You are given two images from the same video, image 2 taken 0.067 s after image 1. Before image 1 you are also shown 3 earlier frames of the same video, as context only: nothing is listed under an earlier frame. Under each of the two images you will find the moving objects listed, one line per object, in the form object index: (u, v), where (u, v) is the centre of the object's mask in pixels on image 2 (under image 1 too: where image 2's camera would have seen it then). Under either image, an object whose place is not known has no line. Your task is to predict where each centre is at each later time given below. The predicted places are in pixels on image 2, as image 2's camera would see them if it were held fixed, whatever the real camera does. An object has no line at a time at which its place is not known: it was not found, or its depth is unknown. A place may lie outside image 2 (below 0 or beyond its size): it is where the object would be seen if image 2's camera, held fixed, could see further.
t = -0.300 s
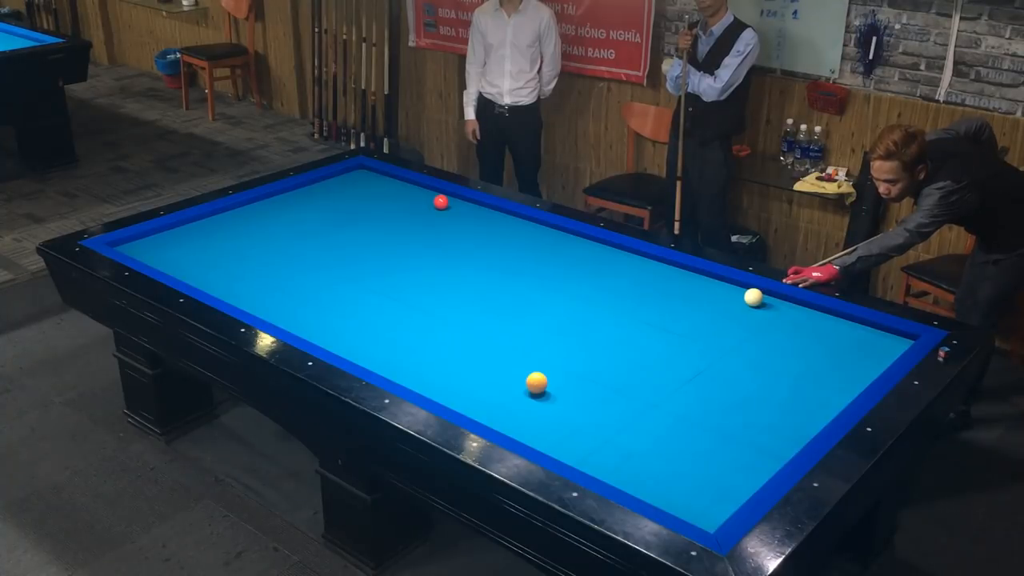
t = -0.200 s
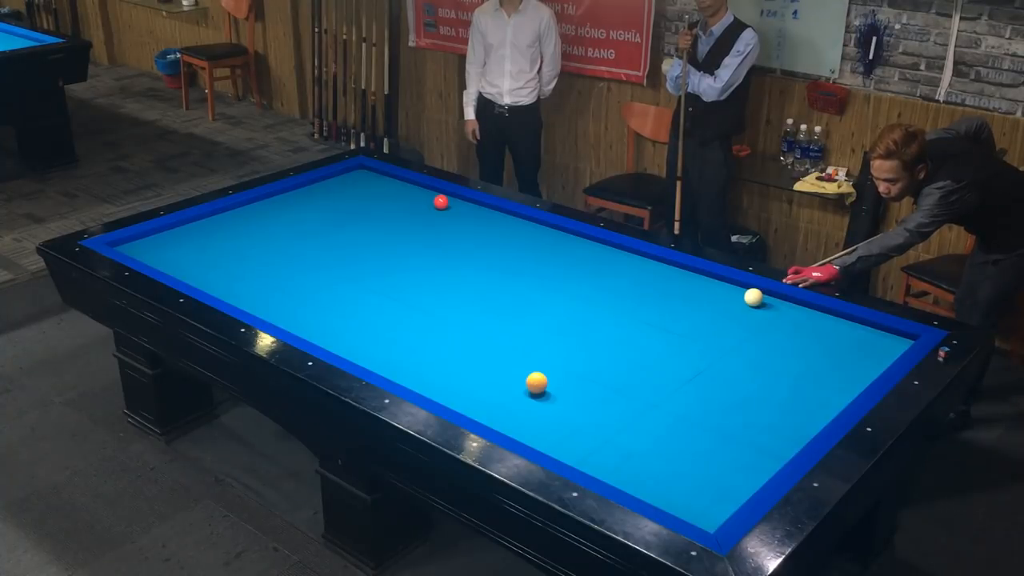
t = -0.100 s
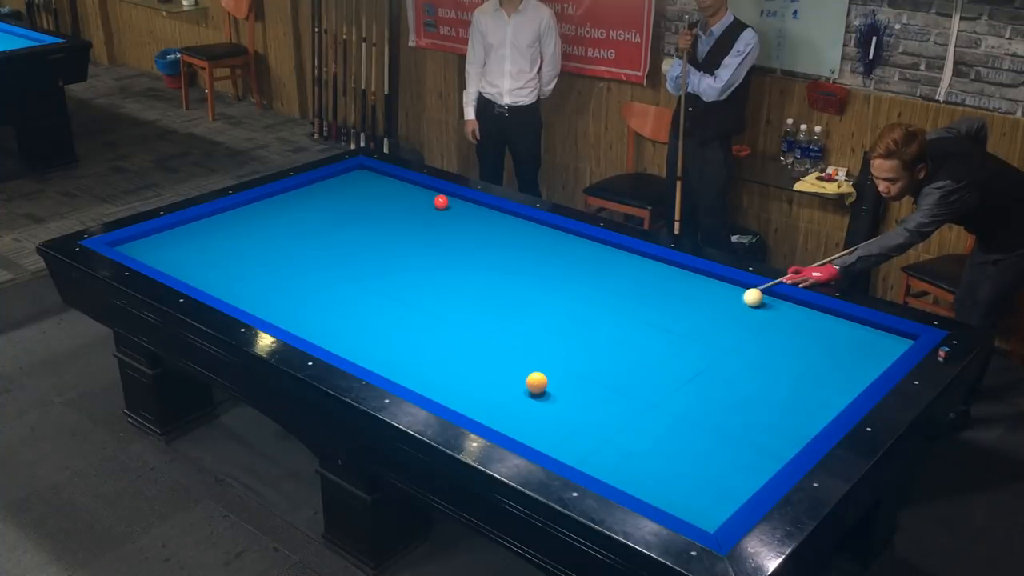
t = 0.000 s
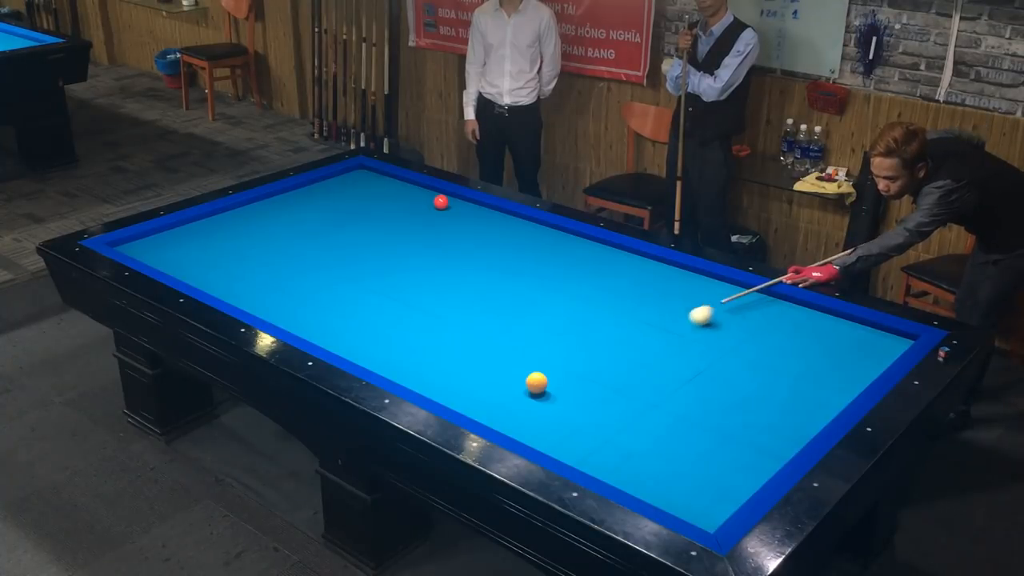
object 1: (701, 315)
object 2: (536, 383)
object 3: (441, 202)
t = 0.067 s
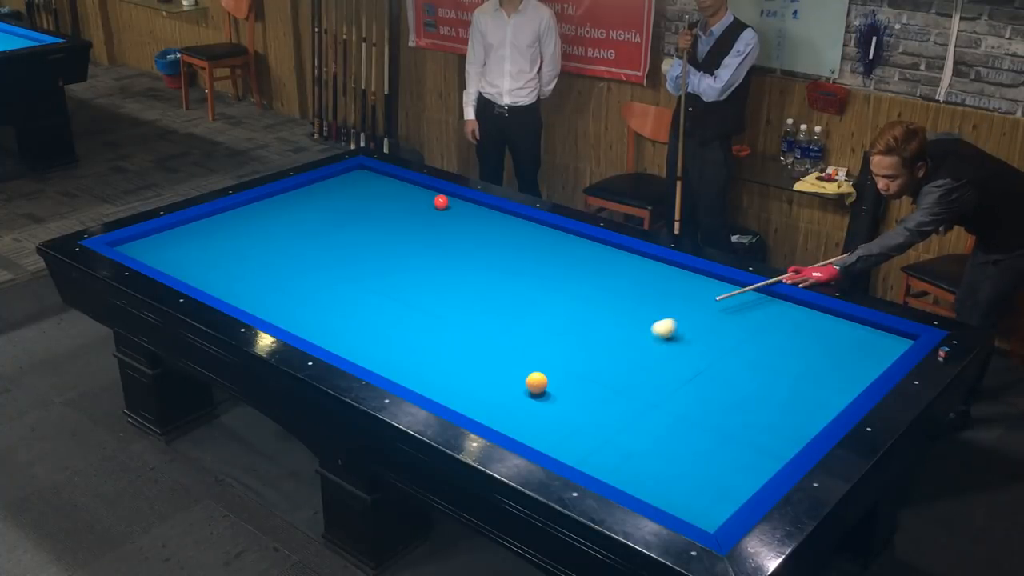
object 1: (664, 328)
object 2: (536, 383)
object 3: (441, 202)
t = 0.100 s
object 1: (644, 335)
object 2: (536, 383)
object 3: (440, 202)
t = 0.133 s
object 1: (625, 342)
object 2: (536, 383)
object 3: (440, 202)
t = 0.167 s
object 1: (605, 350)
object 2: (536, 383)
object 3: (441, 202)
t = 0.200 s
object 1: (584, 357)
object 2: (536, 383)
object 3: (441, 202)
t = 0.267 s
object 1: (541, 368)
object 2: (536, 383)
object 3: (441, 202)
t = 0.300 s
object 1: (524, 370)
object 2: (530, 393)
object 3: (441, 202)
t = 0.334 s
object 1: (507, 368)
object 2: (525, 404)
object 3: (441, 202)
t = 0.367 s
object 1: (491, 366)
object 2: (519, 415)
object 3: (441, 202)
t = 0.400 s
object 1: (474, 366)
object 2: (514, 424)
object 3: (441, 202)
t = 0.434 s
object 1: (456, 365)
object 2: (514, 429)
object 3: (441, 202)
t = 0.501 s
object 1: (422, 364)
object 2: (535, 424)
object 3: (441, 202)
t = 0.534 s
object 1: (404, 364)
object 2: (545, 421)
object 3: (441, 202)
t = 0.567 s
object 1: (387, 364)
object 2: (554, 418)
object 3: (441, 202)
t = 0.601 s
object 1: (370, 361)
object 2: (563, 416)
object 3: (441, 202)
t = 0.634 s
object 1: (364, 357)
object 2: (571, 413)
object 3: (441, 202)
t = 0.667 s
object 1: (361, 351)
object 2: (580, 410)
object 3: (441, 202)
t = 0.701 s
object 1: (358, 344)
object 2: (588, 407)
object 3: (441, 202)
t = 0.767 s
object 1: (352, 331)
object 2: (605, 402)
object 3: (441, 202)
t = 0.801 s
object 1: (348, 325)
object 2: (613, 400)
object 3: (441, 202)
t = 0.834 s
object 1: (344, 319)
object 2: (621, 398)
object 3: (441, 202)
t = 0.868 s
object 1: (341, 313)
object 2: (629, 395)
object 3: (441, 202)
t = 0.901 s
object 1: (338, 308)
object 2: (637, 393)
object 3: (441, 202)
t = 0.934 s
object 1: (334, 302)
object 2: (645, 390)
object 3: (441, 202)
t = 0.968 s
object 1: (331, 297)
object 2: (652, 388)
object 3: (441, 202)
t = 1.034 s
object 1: (325, 287)
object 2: (668, 383)
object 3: (441, 202)
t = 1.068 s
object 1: (322, 282)
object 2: (675, 381)
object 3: (441, 202)
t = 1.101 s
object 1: (319, 277)
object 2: (682, 378)
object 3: (441, 202)
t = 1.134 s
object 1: (316, 272)
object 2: (690, 376)
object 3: (441, 202)
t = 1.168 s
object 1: (313, 268)
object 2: (697, 374)
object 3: (441, 202)
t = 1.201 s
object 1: (310, 263)
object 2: (704, 372)
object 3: (441, 202)
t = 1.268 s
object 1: (305, 254)
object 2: (719, 367)
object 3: (441, 202)
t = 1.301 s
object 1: (303, 250)
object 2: (726, 365)
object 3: (441, 202)
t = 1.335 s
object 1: (300, 246)
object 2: (732, 363)
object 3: (441, 202)
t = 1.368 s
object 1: (298, 242)
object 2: (739, 361)
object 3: (441, 202)
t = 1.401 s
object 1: (295, 237)
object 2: (746, 359)
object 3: (441, 202)
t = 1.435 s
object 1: (293, 234)
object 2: (753, 357)
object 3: (441, 202)
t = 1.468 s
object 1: (291, 230)
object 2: (760, 355)
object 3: (441, 202)
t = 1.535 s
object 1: (286, 222)
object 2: (772, 351)
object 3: (441, 202)
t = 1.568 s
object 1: (284, 218)
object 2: (779, 349)
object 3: (441, 202)
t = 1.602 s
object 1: (282, 215)
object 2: (785, 347)
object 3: (441, 202)
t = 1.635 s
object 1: (279, 211)
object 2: (792, 345)
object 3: (441, 202)
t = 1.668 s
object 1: (277, 207)
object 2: (798, 343)
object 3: (441, 202)
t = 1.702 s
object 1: (275, 204)
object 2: (804, 341)
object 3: (441, 202)
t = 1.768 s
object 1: (271, 197)
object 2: (817, 337)
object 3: (441, 202)
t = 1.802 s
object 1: (273, 195)
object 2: (823, 335)
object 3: (441, 202)
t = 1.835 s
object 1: (282, 195)
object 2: (829, 333)
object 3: (441, 202)
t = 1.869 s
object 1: (291, 195)
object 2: (834, 332)
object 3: (441, 202)
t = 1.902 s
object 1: (299, 195)
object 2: (840, 330)
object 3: (441, 202)
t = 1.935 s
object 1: (308, 195)
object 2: (846, 328)
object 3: (441, 202)
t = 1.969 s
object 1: (315, 195)
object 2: (852, 326)
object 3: (441, 202)
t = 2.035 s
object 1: (331, 194)
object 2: (861, 324)
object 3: (441, 202)
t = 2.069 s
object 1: (338, 194)
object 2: (859, 326)
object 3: (441, 202)
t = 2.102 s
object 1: (346, 193)
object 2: (858, 328)
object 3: (441, 202)
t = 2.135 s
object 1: (353, 193)
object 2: (857, 330)
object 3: (441, 202)
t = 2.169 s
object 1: (361, 193)
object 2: (856, 331)
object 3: (441, 202)
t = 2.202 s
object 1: (368, 192)
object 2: (855, 333)
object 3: (441, 202)
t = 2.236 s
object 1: (376, 192)
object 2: (854, 334)
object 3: (441, 202)
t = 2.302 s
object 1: (390, 192)
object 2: (852, 338)
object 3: (441, 202)
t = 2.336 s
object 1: (398, 192)
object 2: (851, 340)
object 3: (441, 202)
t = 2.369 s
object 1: (405, 191)
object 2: (850, 341)
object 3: (441, 202)
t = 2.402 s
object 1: (412, 191)
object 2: (849, 343)
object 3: (441, 202)
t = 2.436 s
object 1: (419, 191)
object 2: (848, 345)
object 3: (441, 202)
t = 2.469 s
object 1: (427, 190)
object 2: (847, 346)
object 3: (441, 202)
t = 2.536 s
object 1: (434, 192)
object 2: (845, 350)
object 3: (441, 202)
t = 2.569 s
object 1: (434, 193)
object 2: (844, 351)
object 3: (441, 202)
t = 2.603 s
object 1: (435, 194)
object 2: (843, 353)
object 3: (441, 202)
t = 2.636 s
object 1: (435, 196)
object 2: (842, 355)
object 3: (442, 204)
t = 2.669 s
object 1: (435, 197)
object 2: (841, 356)
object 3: (444, 205)
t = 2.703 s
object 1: (435, 197)
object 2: (840, 358)
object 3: (445, 207)
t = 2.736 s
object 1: (435, 198)
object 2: (839, 360)
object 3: (446, 208)
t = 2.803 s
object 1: (435, 199)
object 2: (837, 363)
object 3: (449, 211)
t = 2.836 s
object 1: (435, 200)
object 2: (836, 365)
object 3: (450, 212)
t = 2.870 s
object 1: (435, 200)
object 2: (835, 366)
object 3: (451, 213)
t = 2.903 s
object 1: (435, 201)
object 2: (834, 368)
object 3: (453, 214)
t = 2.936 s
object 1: (434, 201)
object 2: (832, 370)
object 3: (454, 216)
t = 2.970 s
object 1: (434, 202)
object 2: (831, 371)
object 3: (455, 217)
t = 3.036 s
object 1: (434, 203)
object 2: (829, 375)
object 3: (458, 220)
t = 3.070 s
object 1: (434, 203)
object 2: (828, 376)
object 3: (459, 221)
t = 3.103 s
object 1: (434, 204)
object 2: (827, 378)
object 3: (461, 223)
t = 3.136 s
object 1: (434, 204)
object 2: (826, 380)
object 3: (462, 224)
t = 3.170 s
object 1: (434, 205)
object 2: (825, 381)
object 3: (464, 225)
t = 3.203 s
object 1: (434, 206)
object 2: (824, 383)
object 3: (465, 227)
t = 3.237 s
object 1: (433, 206)
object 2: (823, 385)
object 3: (466, 228)
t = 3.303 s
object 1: (433, 207)
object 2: (821, 388)
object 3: (469, 231)
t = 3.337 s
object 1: (433, 207)
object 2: (820, 390)
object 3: (470, 232)
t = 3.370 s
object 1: (433, 208)
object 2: (819, 391)
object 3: (472, 233)
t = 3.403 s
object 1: (433, 208)
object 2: (818, 393)
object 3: (473, 235)
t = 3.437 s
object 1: (433, 209)
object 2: (817, 395)
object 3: (475, 236)
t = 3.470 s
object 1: (432, 209)
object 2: (816, 396)
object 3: (476, 237)
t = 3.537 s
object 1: (432, 210)
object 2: (813, 400)
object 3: (479, 240)
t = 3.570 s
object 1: (432, 210)
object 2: (812, 401)
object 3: (480, 241)
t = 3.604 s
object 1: (432, 211)
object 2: (811, 403)
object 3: (482, 243)
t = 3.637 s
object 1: (432, 211)
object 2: (810, 404)
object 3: (483, 244)
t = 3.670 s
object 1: (432, 212)
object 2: (809, 406)
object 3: (485, 245)
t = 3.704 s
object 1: (431, 212)
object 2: (808, 407)
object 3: (486, 247)
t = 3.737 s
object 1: (431, 212)
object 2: (807, 409)
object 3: (488, 248)
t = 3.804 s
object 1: (431, 213)
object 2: (804, 413)
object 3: (490, 251)
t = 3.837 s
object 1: (431, 214)
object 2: (803, 414)
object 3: (492, 252)
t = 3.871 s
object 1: (431, 214)
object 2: (802, 416)
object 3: (493, 254)
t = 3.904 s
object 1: (431, 214)
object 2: (801, 418)
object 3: (495, 255)
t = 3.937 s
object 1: (430, 215)
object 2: (800, 419)
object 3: (496, 257)
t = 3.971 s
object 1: (430, 215)
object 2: (799, 421)
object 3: (498, 258)
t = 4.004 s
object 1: (430, 215)
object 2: (797, 423)
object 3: (499, 259)
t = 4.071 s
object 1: (430, 216)
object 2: (795, 426)
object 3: (502, 263)
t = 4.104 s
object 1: (430, 216)
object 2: (794, 428)
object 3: (504, 264)
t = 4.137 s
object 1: (430, 217)
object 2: (793, 429)
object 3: (505, 265)
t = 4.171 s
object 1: (430, 217)
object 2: (792, 431)
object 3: (506, 266)
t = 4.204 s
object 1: (430, 217)
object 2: (791, 433)
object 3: (508, 268)
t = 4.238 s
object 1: (429, 218)
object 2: (789, 434)
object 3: (509, 269)
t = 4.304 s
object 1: (429, 218)
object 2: (787, 437)
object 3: (512, 272)
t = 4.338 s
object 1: (429, 219)
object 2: (786, 439)
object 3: (514, 274)
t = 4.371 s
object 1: (429, 219)
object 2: (785, 441)
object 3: (515, 275)
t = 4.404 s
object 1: (429, 219)
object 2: (783, 442)
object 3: (517, 277)
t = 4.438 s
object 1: (429, 220)
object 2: (782, 444)
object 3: (518, 278)
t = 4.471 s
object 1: (428, 220)
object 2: (781, 445)
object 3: (520, 279)
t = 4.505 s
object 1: (428, 220)
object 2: (780, 447)
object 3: (521, 281)
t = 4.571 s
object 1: (428, 221)
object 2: (777, 451)
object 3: (524, 284)
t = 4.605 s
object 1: (428, 221)
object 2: (776, 452)
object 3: (526, 285)
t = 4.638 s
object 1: (428, 221)
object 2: (775, 454)
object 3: (527, 286)
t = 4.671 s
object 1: (428, 222)
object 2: (774, 455)
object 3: (528, 288)
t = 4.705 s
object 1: (428, 222)
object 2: (772, 457)
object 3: (530, 289)
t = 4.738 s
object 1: (427, 222)
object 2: (771, 459)
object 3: (532, 291)
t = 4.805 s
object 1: (427, 223)
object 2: (769, 462)
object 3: (534, 293)
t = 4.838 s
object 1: (427, 223)
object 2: (768, 464)
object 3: (536, 295)
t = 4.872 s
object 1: (427, 223)
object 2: (766, 465)
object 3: (537, 297)
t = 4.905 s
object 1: (427, 223)
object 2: (765, 467)
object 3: (539, 298)
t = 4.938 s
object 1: (427, 224)
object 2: (764, 468)
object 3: (540, 299)
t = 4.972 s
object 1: (427, 224)
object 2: (763, 469)
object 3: (542, 301)
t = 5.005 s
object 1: (427, 224)
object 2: (761, 471)
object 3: (543, 302)
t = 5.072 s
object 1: (426, 225)
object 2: (759, 474)
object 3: (546, 305)
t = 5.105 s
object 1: (426, 225)
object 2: (758, 475)
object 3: (548, 307)
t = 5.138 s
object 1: (426, 225)
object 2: (756, 477)
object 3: (549, 308)
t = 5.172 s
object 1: (426, 225)
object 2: (754, 478)
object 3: (551, 309)
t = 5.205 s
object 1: (426, 225)
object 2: (753, 479)
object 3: (552, 311)
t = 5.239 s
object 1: (426, 226)
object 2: (751, 480)
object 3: (554, 312)
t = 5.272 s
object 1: (426, 226)
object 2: (749, 481)
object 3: (555, 314)
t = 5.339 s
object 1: (426, 226)
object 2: (746, 484)
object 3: (558, 317)
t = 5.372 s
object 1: (426, 226)
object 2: (744, 485)
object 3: (560, 318)
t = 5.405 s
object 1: (426, 226)
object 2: (743, 486)
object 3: (561, 320)
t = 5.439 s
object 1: (426, 226)
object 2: (741, 487)
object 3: (563, 321)
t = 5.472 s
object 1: (426, 227)
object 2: (739, 489)
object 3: (564, 323)
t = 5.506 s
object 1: (426, 227)
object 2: (738, 490)
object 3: (566, 324)
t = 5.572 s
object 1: (425, 227)
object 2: (735, 492)
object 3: (569, 327)
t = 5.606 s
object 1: (425, 227)
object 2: (733, 493)
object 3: (570, 328)
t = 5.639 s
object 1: (425, 227)
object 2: (731, 494)
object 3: (572, 330)
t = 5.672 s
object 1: (425, 228)
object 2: (729, 495)
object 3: (573, 331)
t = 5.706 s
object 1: (425, 228)
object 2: (728, 497)
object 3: (575, 333)
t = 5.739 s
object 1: (425, 228)
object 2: (726, 498)
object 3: (576, 334)
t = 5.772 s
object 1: (425, 228)
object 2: (725, 499)
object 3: (578, 336)
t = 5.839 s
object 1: (425, 228)
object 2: (722, 501)
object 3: (581, 339)
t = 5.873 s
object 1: (425, 228)
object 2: (720, 502)
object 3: (582, 340)
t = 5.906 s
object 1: (425, 228)
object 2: (719, 503)
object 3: (584, 342)
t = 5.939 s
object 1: (425, 228)
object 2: (717, 504)
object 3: (585, 343)
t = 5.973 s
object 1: (425, 228)
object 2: (716, 505)
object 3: (587, 344)
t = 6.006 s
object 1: (424, 228)
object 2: (714, 506)
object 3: (588, 346)
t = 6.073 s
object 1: (424, 229)
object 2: (711, 508)
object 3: (591, 348)
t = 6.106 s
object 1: (424, 229)
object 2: (710, 509)
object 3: (593, 350)
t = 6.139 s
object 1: (424, 229)
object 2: (708, 510)
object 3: (594, 351)
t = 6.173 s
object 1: (424, 229)
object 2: (707, 511)
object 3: (595, 353)
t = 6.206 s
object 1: (424, 229)
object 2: (706, 512)
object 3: (597, 354)
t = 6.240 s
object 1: (424, 229)
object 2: (704, 513)
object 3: (599, 356)
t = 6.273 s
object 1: (424, 229)
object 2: (703, 514)
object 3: (600, 357)
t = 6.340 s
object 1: (423, 229)
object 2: (701, 515)
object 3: (603, 360)
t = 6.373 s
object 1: (423, 229)
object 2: (699, 516)
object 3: (604, 361)
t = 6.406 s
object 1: (423, 229)
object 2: (698, 516)
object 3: (606, 363)
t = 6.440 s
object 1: (423, 229)
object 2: (697, 517)
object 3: (607, 364)
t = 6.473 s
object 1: (423, 229)
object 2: (697, 517)
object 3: (609, 366)
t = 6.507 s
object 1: (423, 229)
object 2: (698, 516)
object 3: (610, 367)
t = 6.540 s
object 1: (423, 229)
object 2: (698, 516)
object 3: (612, 369)
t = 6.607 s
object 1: (423, 229)
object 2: (699, 515)
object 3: (614, 371)
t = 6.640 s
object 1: (423, 229)
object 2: (700, 515)
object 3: (616, 373)
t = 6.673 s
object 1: (423, 229)
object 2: (700, 515)
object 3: (617, 374)
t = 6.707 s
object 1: (423, 229)
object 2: (701, 514)
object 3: (619, 376)
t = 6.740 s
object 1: (423, 229)
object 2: (701, 514)
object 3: (620, 377)
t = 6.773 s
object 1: (423, 229)
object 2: (702, 514)
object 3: (621, 379)
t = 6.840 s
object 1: (423, 229)
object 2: (703, 513)
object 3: (624, 381)
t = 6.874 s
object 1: (423, 229)
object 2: (703, 512)
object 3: (625, 382)
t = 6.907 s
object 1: (423, 229)
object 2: (704, 512)
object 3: (627, 384)
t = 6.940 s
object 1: (423, 229)
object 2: (704, 512)
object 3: (628, 385)
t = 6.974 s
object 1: (423, 229)
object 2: (705, 511)
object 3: (630, 386)
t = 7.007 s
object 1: (423, 229)
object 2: (705, 511)
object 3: (631, 388)
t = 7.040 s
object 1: (423, 229)
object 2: (706, 510)
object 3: (632, 389)
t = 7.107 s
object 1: (423, 229)
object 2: (707, 509)
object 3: (635, 392)
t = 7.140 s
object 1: (423, 229)
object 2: (707, 509)
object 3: (636, 393)
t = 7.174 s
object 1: (423, 229)
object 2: (708, 508)
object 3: (638, 394)
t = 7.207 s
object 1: (423, 229)
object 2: (708, 508)
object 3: (639, 395)
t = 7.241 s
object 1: (423, 229)
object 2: (708, 507)
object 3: (640, 397)
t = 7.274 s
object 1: (423, 229)
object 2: (709, 506)
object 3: (641, 398)
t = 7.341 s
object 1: (423, 229)
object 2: (710, 506)
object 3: (644, 400)
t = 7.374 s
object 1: (423, 229)
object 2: (710, 506)
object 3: (646, 402)
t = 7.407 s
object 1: (423, 229)
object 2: (710, 505)
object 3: (647, 403)
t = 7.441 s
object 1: (423, 229)
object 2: (711, 504)
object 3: (648, 404)
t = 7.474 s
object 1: (423, 229)
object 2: (711, 504)
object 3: (649, 405)
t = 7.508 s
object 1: (423, 229)
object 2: (711, 504)
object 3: (651, 407)
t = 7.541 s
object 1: (423, 229)
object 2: (712, 504)
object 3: (652, 408)
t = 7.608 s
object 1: (423, 229)
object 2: (712, 503)
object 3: (654, 411)
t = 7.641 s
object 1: (423, 229)
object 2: (713, 503)
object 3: (656, 412)
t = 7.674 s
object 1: (423, 229)
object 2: (713, 503)
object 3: (657, 413)
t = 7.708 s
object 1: (423, 229)
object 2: (713, 502)
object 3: (658, 414)
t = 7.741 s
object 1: (423, 229)
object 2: (714, 502)
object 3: (660, 416)
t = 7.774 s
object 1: (423, 229)
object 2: (714, 502)
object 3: (661, 417)
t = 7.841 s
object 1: (423, 229)
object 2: (715, 501)
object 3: (663, 419)
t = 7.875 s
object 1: (423, 229)
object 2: (715, 501)
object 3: (664, 420)
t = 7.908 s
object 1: (423, 229)
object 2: (715, 501)
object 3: (666, 422)
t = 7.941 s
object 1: (423, 229)
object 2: (716, 501)
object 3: (667, 423)
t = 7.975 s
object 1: (423, 229)
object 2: (716, 500)
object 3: (668, 424)
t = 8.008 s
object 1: (423, 229)
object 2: (716, 500)
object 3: (669, 425)
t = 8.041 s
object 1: (423, 229)
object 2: (717, 500)
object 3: (670, 426)
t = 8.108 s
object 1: (423, 229)
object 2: (717, 500)
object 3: (673, 428)
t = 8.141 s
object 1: (423, 229)
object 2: (717, 499)
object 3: (674, 430)
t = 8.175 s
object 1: (423, 229)
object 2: (717, 499)
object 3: (675, 431)
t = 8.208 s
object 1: (423, 229)
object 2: (717, 499)
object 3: (676, 432)
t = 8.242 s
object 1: (423, 229)
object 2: (718, 499)
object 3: (677, 433)
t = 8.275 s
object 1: (423, 229)
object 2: (718, 499)
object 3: (678, 434)
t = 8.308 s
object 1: (423, 229)
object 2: (718, 499)
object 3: (679, 435)
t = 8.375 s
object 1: (423, 229)
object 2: (718, 498)
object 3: (682, 438)
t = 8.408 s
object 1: (423, 229)
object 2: (719, 498)
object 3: (682, 439)
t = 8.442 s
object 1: (423, 229)
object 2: (719, 498)
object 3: (683, 440)
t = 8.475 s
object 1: (423, 229)
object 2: (719, 498)
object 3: (685, 441)
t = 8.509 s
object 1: (423, 229)
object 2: (719, 498)
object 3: (686, 442)
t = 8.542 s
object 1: (423, 229)
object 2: (719, 498)
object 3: (687, 443)
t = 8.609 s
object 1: (423, 229)
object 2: (719, 498)
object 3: (689, 445)
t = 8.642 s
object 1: (423, 229)
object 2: (719, 498)
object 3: (690, 446)
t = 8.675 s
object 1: (423, 229)
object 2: (719, 498)
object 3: (691, 447)
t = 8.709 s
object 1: (423, 229)
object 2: (719, 498)
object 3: (692, 448)
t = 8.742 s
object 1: (423, 229)
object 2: (719, 498)
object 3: (693, 449)
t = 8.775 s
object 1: (423, 229)
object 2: (719, 498)
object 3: (694, 450)
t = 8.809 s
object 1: (423, 229)
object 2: (719, 498)
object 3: (695, 451)
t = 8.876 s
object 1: (423, 229)
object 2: (719, 498)
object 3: (697, 453)
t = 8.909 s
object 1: (423, 229)
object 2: (719, 498)
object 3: (698, 454)
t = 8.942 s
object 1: (423, 229)
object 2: (719, 498)
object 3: (699, 455)
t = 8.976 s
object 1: (423, 229)
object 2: (719, 498)
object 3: (700, 456)
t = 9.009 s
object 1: (423, 229)
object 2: (719, 498)
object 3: (701, 457)
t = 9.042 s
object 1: (423, 229)
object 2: (719, 498)
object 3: (702, 458)
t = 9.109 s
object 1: (423, 229)
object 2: (719, 498)
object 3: (704, 460)
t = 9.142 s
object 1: (423, 229)
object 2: (719, 498)
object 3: (705, 460)
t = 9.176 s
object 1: (423, 229)
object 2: (719, 498)
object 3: (706, 461)
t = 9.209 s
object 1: (423, 229)
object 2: (719, 498)
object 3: (707, 462)
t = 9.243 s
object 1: (423, 229)
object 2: (719, 498)
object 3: (707, 463)
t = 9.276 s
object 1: (423, 229)
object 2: (719, 498)
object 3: (708, 464)
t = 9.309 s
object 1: (423, 229)
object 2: (719, 498)
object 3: (709, 465)
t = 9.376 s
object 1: (423, 229)
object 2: (719, 498)
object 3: (711, 466)
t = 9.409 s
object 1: (423, 229)
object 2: (719, 498)
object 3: (712, 467)
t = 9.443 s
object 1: (423, 229)
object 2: (719, 498)
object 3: (712, 467)
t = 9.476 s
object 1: (423, 229)
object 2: (719, 498)
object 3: (713, 468)
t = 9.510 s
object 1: (423, 229)
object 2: (719, 498)
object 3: (714, 469)
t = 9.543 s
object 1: (423, 229)
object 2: (719, 498)
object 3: (715, 470)
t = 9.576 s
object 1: (423, 229)
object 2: (719, 498)
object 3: (716, 470)
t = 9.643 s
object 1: (423, 229)
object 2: (719, 498)
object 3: (717, 471)
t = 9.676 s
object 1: (423, 229)
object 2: (719, 497)
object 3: (718, 472)
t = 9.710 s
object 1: (423, 229)
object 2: (719, 498)
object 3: (719, 472)
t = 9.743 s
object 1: (423, 229)
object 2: (719, 498)
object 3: (719, 473)
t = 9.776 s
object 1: (423, 229)
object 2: (719, 497)
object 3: (720, 473)
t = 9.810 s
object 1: (423, 229)
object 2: (719, 497)
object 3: (721, 474)
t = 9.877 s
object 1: (423, 229)
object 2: (719, 498)
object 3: (722, 475)
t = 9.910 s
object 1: (423, 229)
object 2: (719, 497)
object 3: (723, 475)
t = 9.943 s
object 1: (423, 229)
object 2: (719, 497)
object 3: (723, 476)
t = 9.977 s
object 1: (423, 229)
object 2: (719, 497)
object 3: (724, 476)
